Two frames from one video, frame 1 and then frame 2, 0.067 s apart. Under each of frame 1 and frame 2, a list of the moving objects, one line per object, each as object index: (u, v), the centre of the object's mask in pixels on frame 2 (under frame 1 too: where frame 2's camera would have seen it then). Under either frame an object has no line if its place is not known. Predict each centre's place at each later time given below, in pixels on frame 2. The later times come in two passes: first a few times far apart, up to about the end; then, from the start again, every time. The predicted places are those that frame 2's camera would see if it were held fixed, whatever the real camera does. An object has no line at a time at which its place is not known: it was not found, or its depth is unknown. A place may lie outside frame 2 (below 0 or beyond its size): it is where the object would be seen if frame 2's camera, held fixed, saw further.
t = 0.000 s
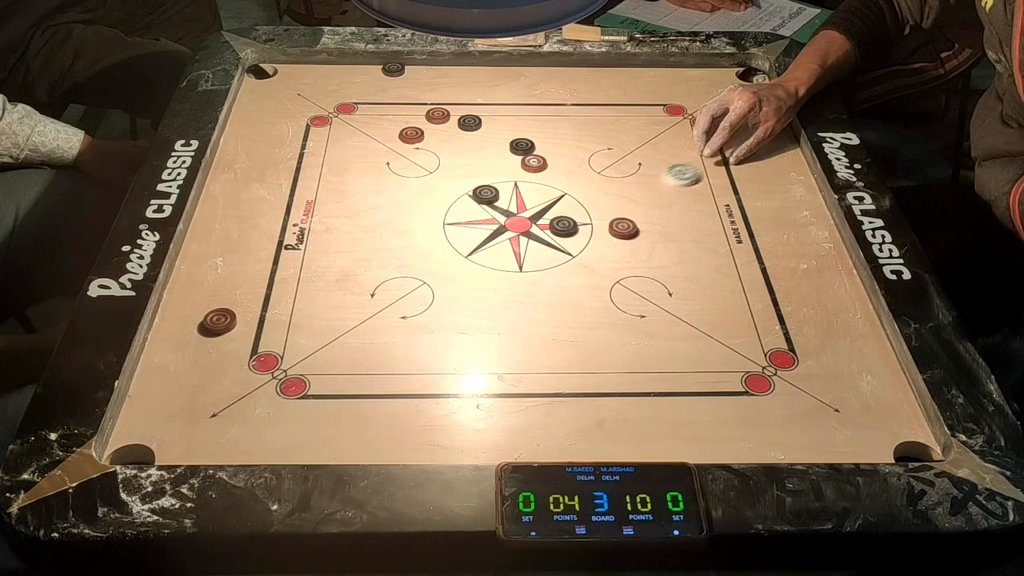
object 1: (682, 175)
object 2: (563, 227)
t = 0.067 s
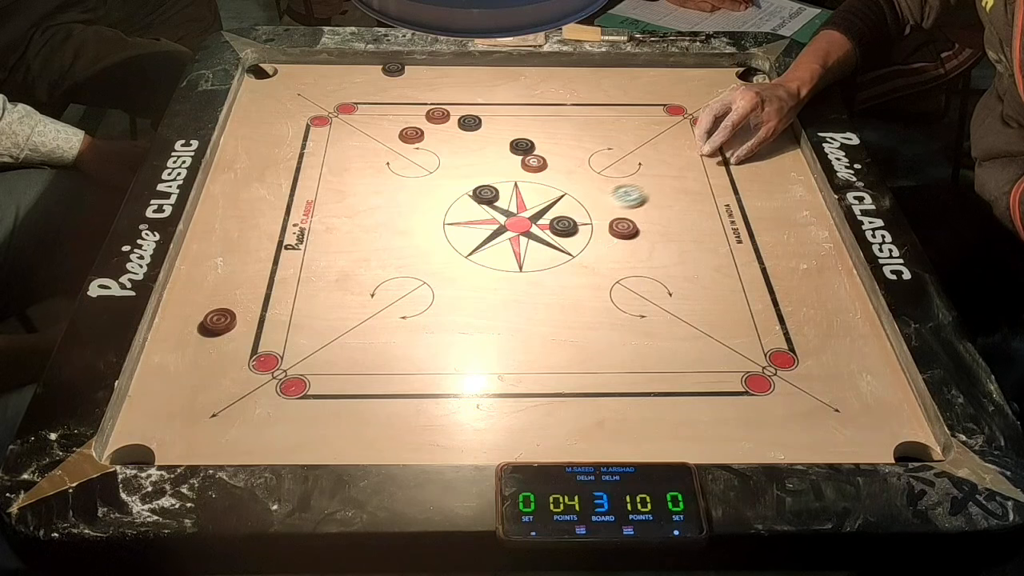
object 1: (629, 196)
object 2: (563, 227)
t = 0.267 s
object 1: (529, 229)
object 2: (418, 304)
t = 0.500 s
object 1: (482, 243)
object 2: (204, 420)
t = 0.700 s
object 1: (479, 244)
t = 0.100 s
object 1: (602, 206)
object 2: (563, 227)
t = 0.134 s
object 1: (579, 215)
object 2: (549, 234)
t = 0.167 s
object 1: (565, 219)
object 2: (516, 251)
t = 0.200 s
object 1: (551, 222)
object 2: (483, 270)
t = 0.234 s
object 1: (539, 226)
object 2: (450, 287)
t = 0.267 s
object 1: (529, 229)
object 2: (418, 304)
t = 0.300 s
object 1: (519, 232)
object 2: (385, 323)
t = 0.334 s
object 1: (510, 235)
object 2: (353, 340)
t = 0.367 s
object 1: (503, 237)
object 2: (320, 357)
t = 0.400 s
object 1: (496, 239)
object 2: (289, 375)
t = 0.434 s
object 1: (490, 241)
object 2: (258, 391)
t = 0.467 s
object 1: (486, 242)
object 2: (230, 406)
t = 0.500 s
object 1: (482, 243)
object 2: (204, 420)
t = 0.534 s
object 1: (480, 244)
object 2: (180, 433)
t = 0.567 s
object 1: (479, 244)
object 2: (161, 443)
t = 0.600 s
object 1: (479, 244)
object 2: (143, 451)
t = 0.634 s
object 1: (479, 244)
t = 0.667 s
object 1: (479, 244)
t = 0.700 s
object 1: (479, 244)
